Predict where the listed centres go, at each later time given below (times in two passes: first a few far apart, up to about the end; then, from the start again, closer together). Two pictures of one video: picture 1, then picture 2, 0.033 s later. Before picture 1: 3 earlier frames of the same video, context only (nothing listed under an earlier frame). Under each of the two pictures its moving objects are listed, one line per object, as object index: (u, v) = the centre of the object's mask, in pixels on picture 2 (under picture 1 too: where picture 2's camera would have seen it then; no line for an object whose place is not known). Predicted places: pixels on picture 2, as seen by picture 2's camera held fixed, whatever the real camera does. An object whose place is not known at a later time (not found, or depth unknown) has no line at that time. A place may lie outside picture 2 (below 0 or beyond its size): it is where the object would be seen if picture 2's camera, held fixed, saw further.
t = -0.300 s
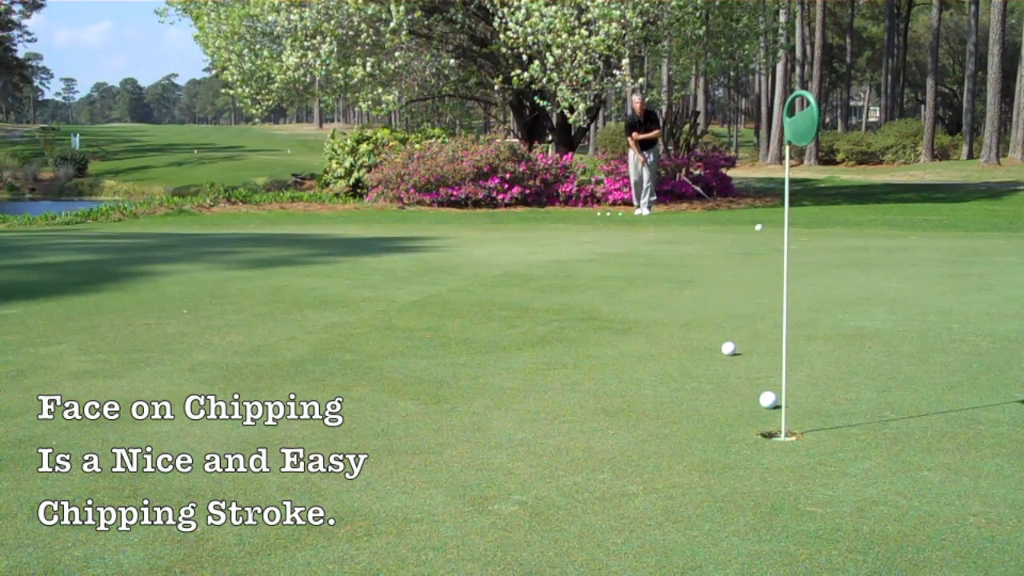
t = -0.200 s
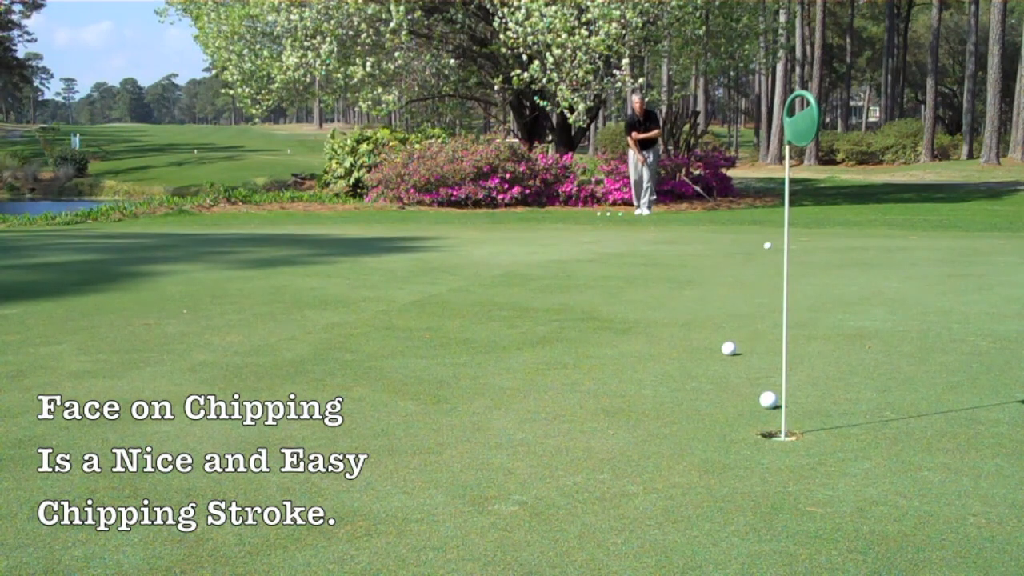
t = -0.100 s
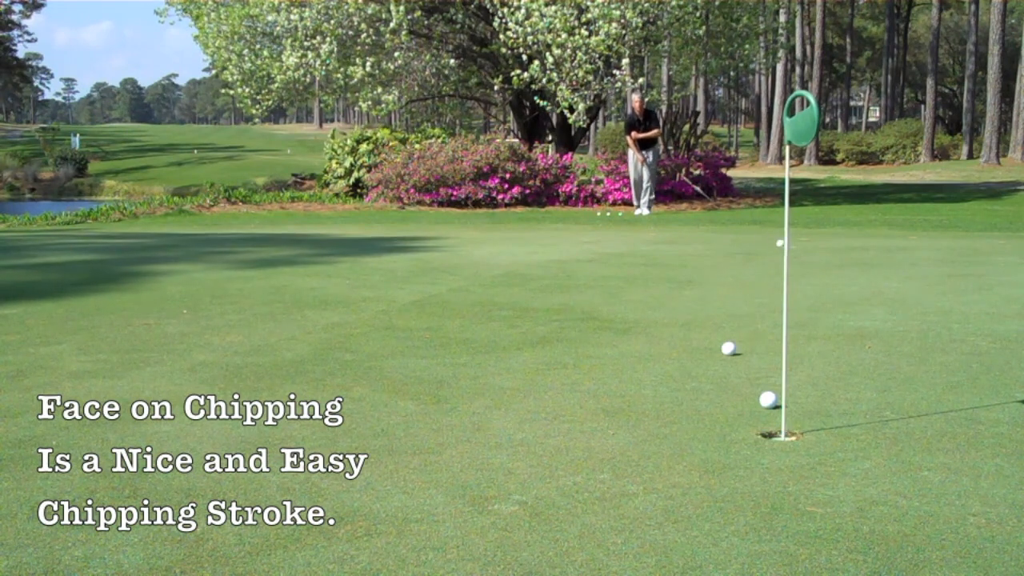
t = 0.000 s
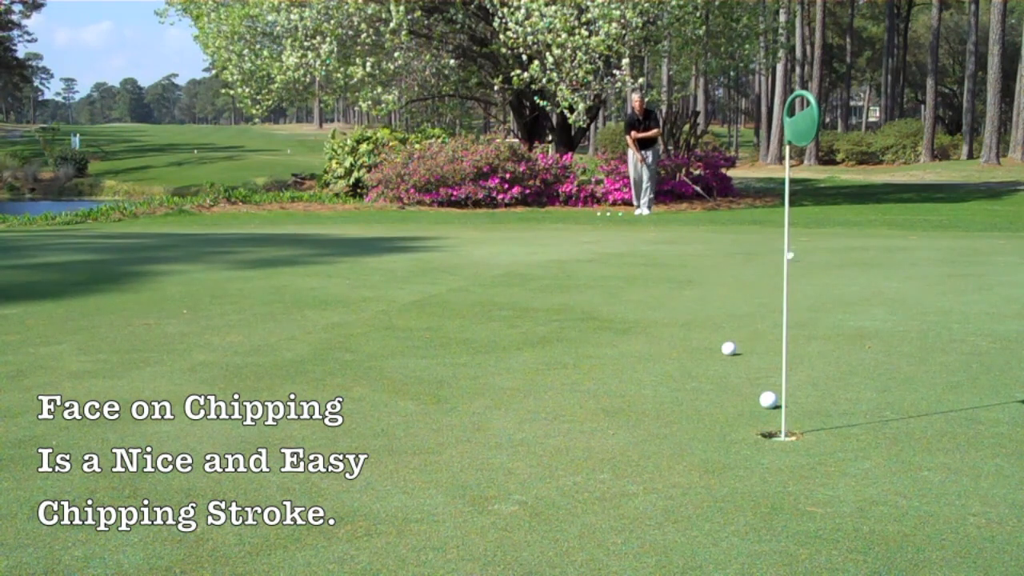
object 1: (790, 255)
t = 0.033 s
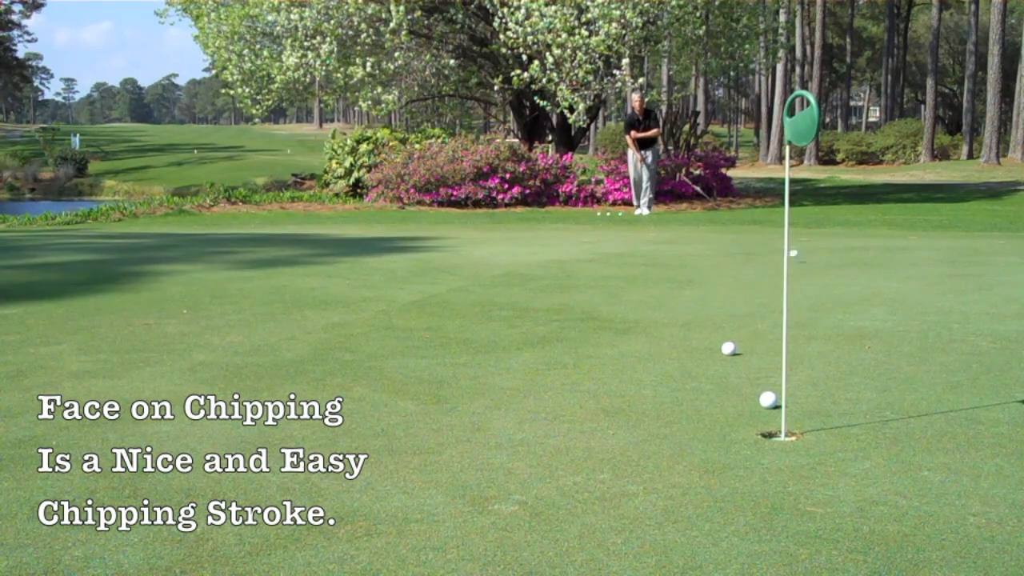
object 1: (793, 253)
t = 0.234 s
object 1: (813, 262)
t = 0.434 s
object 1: (833, 270)
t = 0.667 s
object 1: (858, 278)
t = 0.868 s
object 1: (876, 286)
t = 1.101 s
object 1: (897, 295)
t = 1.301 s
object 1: (911, 305)
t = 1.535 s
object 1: (923, 317)
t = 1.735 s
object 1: (932, 328)
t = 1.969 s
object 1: (938, 342)
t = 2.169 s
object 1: (940, 353)
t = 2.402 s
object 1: (938, 366)
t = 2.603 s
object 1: (934, 377)
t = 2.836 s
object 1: (925, 389)
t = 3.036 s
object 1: (916, 398)
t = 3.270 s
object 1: (903, 407)
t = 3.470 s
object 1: (892, 413)
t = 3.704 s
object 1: (880, 419)
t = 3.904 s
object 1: (869, 422)
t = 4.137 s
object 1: (861, 423)
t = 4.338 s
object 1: (856, 423)
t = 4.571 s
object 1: (855, 423)
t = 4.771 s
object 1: (855, 423)
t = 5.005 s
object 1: (855, 423)
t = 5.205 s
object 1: (855, 423)
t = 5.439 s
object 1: (855, 423)
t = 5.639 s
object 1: (855, 423)
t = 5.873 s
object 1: (855, 423)
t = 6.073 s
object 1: (855, 423)
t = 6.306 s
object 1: (855, 423)
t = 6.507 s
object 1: (855, 423)
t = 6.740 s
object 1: (855, 423)
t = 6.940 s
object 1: (855, 423)
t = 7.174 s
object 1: (855, 423)
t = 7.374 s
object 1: (855, 423)
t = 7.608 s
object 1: (855, 423)
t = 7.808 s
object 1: (855, 423)
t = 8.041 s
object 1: (855, 423)
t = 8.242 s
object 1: (855, 423)
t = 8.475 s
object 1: (855, 423)
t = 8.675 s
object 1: (855, 423)
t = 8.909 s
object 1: (855, 423)
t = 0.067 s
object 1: (797, 253)
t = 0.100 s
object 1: (800, 255)
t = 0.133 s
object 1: (803, 259)
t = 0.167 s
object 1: (807, 262)
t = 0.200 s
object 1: (810, 261)
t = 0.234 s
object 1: (813, 262)
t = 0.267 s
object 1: (816, 265)
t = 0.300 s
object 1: (820, 266)
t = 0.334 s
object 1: (824, 267)
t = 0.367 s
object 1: (827, 268)
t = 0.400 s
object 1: (830, 269)
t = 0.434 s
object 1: (833, 270)
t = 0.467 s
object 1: (837, 270)
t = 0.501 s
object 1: (840, 271)
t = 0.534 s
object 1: (844, 273)
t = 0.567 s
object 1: (847, 274)
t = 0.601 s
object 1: (851, 275)
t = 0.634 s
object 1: (854, 276)
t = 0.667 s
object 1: (858, 278)
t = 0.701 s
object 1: (861, 279)
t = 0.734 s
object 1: (864, 280)
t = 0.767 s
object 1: (867, 281)
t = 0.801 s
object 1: (870, 283)
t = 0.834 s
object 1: (874, 284)
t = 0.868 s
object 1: (876, 286)
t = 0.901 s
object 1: (880, 286)
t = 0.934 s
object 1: (883, 287)
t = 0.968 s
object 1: (886, 290)
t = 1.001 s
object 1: (888, 291)
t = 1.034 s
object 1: (891, 293)
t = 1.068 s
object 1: (894, 294)
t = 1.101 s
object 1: (897, 295)
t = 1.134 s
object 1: (899, 297)
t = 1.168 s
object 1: (902, 299)
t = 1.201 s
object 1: (904, 300)
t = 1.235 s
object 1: (906, 302)
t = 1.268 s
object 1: (908, 304)
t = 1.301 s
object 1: (911, 305)
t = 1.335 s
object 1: (913, 307)
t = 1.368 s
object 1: (915, 309)
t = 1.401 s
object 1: (916, 310)
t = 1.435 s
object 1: (918, 312)
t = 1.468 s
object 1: (920, 313)
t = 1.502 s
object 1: (922, 316)
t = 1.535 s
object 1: (923, 317)
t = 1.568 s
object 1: (925, 319)
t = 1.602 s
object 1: (927, 321)
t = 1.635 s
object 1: (928, 323)
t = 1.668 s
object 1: (930, 325)
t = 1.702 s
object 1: (931, 327)
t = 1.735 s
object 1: (932, 328)
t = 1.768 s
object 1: (933, 330)
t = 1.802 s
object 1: (934, 332)
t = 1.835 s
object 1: (935, 334)
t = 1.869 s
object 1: (936, 336)
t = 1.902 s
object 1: (937, 338)
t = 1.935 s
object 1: (937, 340)
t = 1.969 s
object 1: (938, 342)
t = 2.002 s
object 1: (939, 344)
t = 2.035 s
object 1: (939, 346)
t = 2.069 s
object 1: (940, 347)
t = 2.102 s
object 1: (940, 349)
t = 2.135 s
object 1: (941, 351)
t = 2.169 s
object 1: (940, 353)
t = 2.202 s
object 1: (940, 355)
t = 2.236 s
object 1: (941, 357)
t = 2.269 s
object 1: (940, 359)
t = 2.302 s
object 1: (940, 361)
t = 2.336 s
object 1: (940, 362)
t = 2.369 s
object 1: (939, 364)
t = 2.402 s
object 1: (938, 366)
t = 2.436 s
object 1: (938, 368)
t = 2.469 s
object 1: (937, 370)
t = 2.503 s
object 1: (936, 372)
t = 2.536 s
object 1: (935, 374)
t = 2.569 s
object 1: (935, 375)
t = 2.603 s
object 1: (934, 377)
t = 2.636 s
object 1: (932, 379)
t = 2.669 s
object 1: (931, 380)
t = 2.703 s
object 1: (930, 382)
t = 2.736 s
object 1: (929, 384)
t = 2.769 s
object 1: (928, 386)
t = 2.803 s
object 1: (926, 388)
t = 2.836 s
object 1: (925, 389)
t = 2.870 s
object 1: (924, 391)
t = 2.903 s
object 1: (922, 392)
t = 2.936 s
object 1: (921, 394)
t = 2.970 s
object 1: (920, 395)
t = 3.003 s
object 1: (918, 396)
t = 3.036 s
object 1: (916, 398)
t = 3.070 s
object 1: (914, 400)
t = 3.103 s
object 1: (912, 401)
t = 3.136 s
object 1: (910, 402)
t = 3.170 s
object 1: (908, 403)
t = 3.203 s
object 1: (906, 405)
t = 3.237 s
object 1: (905, 406)
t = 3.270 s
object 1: (903, 407)
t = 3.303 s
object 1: (901, 408)
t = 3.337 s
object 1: (899, 410)
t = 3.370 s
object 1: (898, 411)
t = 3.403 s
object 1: (896, 412)
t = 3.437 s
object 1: (894, 413)
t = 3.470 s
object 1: (892, 413)
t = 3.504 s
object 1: (890, 414)
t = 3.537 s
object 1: (888, 415)
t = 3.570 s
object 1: (887, 416)
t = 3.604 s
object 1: (885, 417)
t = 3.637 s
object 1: (884, 417)
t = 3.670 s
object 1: (882, 418)
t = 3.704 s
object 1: (880, 419)
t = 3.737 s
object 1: (879, 419)
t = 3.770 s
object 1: (876, 420)
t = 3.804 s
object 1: (875, 420)
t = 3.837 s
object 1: (873, 421)
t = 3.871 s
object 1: (871, 421)
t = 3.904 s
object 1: (869, 422)
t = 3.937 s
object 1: (868, 422)
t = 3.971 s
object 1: (866, 422)
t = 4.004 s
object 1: (865, 422)
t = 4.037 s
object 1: (864, 423)
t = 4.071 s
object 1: (863, 422)
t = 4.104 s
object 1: (862, 423)
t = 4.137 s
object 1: (861, 423)
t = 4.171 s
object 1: (861, 423)
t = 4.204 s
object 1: (860, 423)
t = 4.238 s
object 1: (859, 423)
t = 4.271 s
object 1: (859, 423)
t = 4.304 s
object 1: (858, 423)
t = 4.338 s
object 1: (856, 423)
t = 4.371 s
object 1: (856, 423)
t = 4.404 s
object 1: (855, 423)
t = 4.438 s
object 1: (855, 423)
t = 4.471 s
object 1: (855, 423)
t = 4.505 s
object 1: (855, 423)
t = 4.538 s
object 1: (855, 423)
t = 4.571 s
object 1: (855, 423)
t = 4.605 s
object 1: (856, 423)
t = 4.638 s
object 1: (856, 423)
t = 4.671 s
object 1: (855, 423)
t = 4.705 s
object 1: (855, 423)
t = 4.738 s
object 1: (855, 423)
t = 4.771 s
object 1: (855, 423)
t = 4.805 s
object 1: (855, 423)
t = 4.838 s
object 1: (855, 423)
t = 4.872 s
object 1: (855, 423)
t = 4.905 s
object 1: (855, 423)
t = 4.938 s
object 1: (855, 423)
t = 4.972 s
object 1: (855, 423)
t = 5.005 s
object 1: (855, 423)
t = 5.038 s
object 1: (855, 423)
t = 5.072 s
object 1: (855, 423)
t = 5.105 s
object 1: (855, 423)
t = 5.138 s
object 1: (855, 423)
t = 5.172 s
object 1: (855, 423)
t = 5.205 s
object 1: (855, 423)
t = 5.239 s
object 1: (855, 423)
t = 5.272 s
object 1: (855, 423)
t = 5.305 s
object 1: (855, 423)
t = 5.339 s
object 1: (855, 423)
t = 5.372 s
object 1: (855, 423)
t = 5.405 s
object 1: (855, 423)
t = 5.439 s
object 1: (855, 423)
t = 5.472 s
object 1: (855, 423)
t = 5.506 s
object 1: (855, 423)
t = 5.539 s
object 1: (855, 423)
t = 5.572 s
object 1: (855, 423)
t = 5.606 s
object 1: (855, 423)
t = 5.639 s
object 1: (855, 423)
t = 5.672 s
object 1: (855, 423)
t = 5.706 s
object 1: (855, 423)
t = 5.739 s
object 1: (855, 423)
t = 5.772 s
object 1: (855, 423)
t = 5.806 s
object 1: (855, 423)
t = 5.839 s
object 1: (855, 423)
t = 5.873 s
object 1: (855, 423)
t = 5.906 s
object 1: (855, 423)
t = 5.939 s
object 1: (855, 423)
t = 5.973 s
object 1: (855, 423)
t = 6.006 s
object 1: (855, 423)
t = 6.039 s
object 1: (855, 423)
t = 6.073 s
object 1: (855, 423)
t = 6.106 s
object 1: (855, 423)
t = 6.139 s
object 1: (855, 423)
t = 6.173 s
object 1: (855, 423)
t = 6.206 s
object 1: (855, 423)
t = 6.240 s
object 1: (855, 423)
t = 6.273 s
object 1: (855, 423)
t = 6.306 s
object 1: (855, 423)
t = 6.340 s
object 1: (855, 423)
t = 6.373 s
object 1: (855, 423)
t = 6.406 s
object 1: (855, 423)
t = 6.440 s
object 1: (855, 423)
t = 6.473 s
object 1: (855, 423)
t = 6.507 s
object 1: (855, 423)
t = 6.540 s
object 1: (855, 423)
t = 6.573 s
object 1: (855, 423)
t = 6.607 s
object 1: (855, 423)
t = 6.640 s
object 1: (855, 423)
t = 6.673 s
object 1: (855, 423)
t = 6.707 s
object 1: (855, 423)
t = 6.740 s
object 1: (855, 423)
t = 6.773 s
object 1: (855, 423)
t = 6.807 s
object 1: (855, 423)
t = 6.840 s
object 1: (855, 423)
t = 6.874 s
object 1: (855, 423)
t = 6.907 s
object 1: (855, 423)
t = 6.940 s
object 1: (855, 423)
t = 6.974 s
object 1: (855, 423)
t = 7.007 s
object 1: (855, 423)
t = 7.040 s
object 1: (855, 423)
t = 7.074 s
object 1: (855, 423)
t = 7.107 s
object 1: (855, 423)
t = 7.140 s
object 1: (855, 423)
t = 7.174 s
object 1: (855, 423)
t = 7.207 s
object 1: (855, 423)
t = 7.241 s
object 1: (855, 423)
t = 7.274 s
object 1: (855, 423)
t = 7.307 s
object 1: (855, 423)
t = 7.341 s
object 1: (855, 423)
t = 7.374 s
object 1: (855, 423)
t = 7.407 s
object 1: (855, 423)
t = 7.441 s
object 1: (855, 423)
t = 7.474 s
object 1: (855, 423)
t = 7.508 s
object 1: (855, 423)
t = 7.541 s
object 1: (855, 423)
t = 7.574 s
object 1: (855, 423)
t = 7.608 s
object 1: (855, 423)
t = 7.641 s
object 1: (855, 423)
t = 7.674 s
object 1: (855, 423)
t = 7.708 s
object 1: (855, 423)
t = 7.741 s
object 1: (855, 423)
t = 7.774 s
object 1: (855, 423)
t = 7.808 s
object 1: (855, 423)
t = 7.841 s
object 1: (855, 423)
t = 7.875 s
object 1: (855, 423)
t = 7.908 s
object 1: (855, 423)
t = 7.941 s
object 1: (855, 423)
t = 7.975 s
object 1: (855, 423)
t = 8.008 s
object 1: (855, 423)
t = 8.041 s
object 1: (855, 423)
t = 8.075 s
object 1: (855, 423)
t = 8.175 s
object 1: (855, 423)
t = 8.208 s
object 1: (855, 423)
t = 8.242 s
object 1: (855, 423)
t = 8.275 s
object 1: (855, 423)
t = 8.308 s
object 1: (855, 423)
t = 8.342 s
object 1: (855, 423)
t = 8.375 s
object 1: (855, 423)
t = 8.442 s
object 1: (855, 423)
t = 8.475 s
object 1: (855, 423)
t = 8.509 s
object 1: (855, 423)
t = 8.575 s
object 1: (855, 423)
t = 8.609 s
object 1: (855, 423)
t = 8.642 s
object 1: (855, 423)
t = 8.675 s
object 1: (855, 423)
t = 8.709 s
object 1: (855, 423)
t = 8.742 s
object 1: (855, 423)
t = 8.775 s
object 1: (855, 423)
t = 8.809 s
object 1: (855, 423)
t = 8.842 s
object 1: (855, 423)
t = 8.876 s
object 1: (855, 423)
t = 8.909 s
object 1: (855, 423)
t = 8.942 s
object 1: (855, 423)
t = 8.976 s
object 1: (855, 423)
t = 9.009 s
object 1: (855, 423)
